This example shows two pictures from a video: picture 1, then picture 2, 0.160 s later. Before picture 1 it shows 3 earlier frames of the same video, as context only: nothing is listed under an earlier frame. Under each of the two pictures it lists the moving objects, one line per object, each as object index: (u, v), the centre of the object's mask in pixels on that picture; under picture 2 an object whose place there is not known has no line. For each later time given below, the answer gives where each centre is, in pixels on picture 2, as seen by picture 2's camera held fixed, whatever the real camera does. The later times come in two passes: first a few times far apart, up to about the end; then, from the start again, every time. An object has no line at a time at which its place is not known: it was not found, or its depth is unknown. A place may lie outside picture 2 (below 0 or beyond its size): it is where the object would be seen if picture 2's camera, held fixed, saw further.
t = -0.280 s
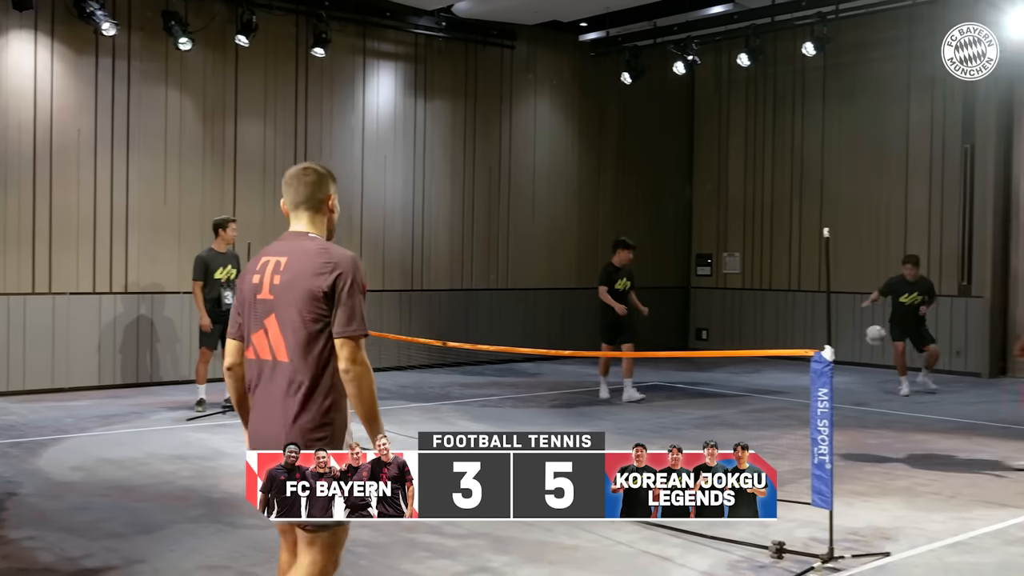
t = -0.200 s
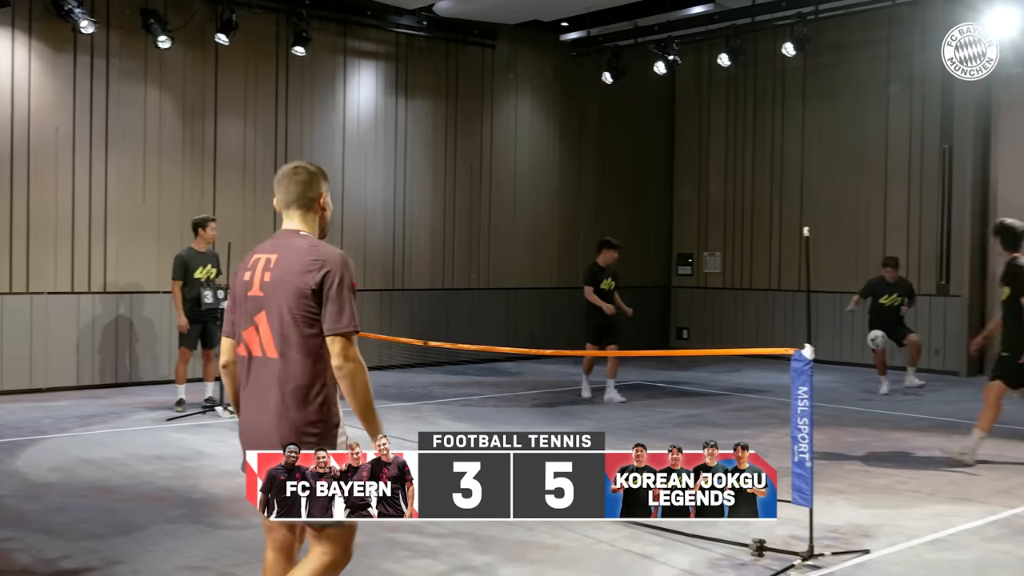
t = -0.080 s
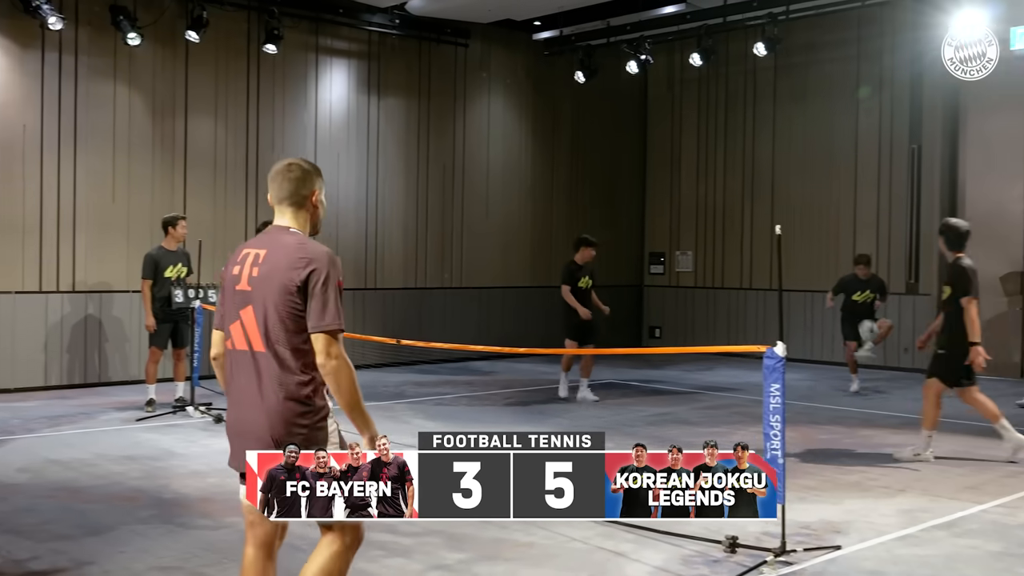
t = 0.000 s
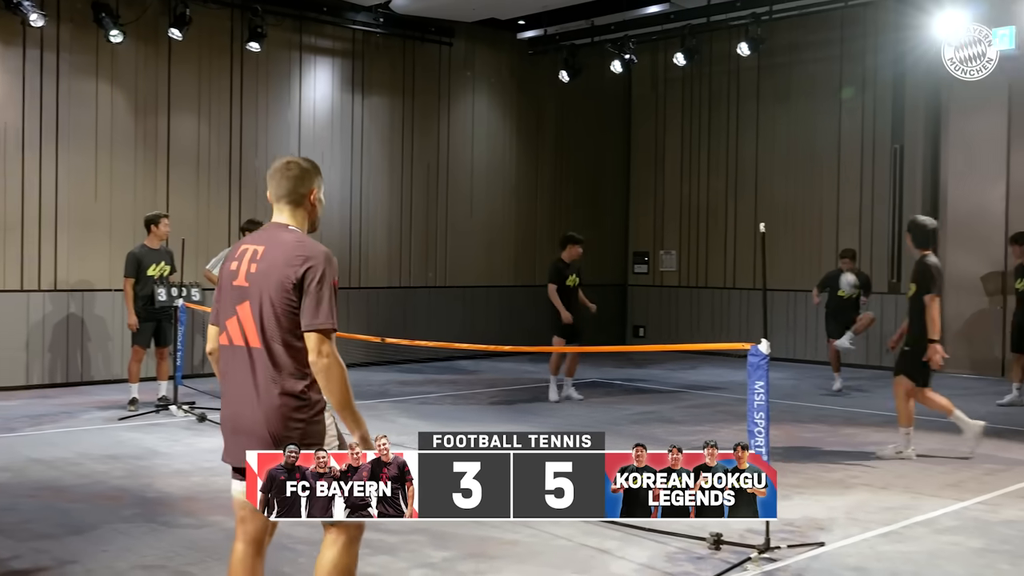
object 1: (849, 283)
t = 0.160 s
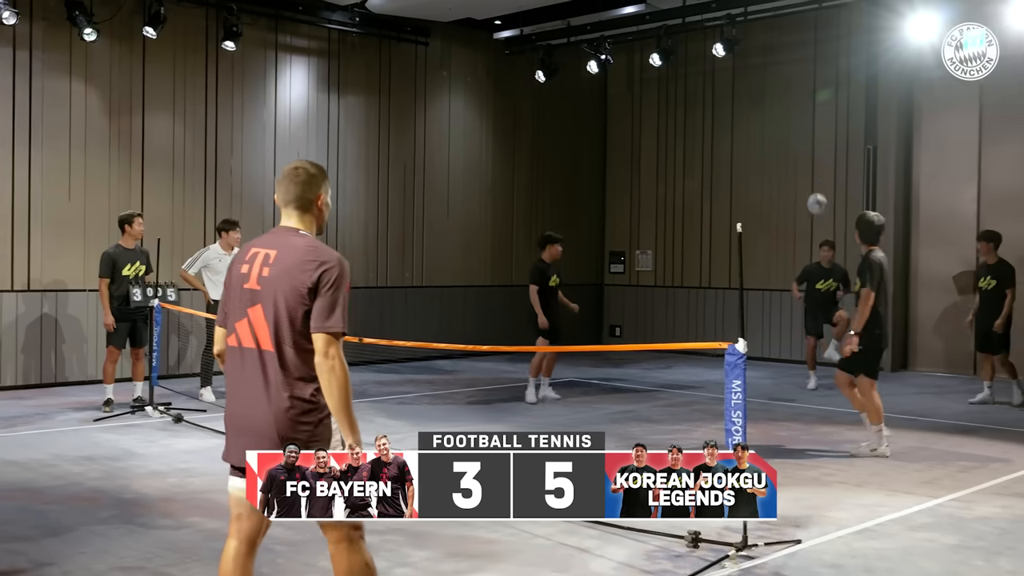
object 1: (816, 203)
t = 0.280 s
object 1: (812, 158)
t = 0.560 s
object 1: (800, 101)
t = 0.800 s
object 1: (788, 114)
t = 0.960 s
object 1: (778, 159)
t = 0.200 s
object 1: (815, 187)
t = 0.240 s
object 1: (814, 172)
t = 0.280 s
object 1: (812, 158)
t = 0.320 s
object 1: (811, 146)
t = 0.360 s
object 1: (809, 135)
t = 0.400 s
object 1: (807, 125)
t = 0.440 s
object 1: (806, 117)
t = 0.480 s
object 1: (804, 110)
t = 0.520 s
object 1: (802, 105)
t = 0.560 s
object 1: (800, 101)
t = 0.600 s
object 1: (799, 99)
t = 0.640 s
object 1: (796, 99)
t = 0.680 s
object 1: (794, 100)
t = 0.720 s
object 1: (792, 103)
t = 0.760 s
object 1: (790, 108)
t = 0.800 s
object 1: (788, 114)
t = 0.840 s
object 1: (785, 123)
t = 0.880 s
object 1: (783, 133)
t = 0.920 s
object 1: (780, 145)
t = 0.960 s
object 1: (778, 159)
